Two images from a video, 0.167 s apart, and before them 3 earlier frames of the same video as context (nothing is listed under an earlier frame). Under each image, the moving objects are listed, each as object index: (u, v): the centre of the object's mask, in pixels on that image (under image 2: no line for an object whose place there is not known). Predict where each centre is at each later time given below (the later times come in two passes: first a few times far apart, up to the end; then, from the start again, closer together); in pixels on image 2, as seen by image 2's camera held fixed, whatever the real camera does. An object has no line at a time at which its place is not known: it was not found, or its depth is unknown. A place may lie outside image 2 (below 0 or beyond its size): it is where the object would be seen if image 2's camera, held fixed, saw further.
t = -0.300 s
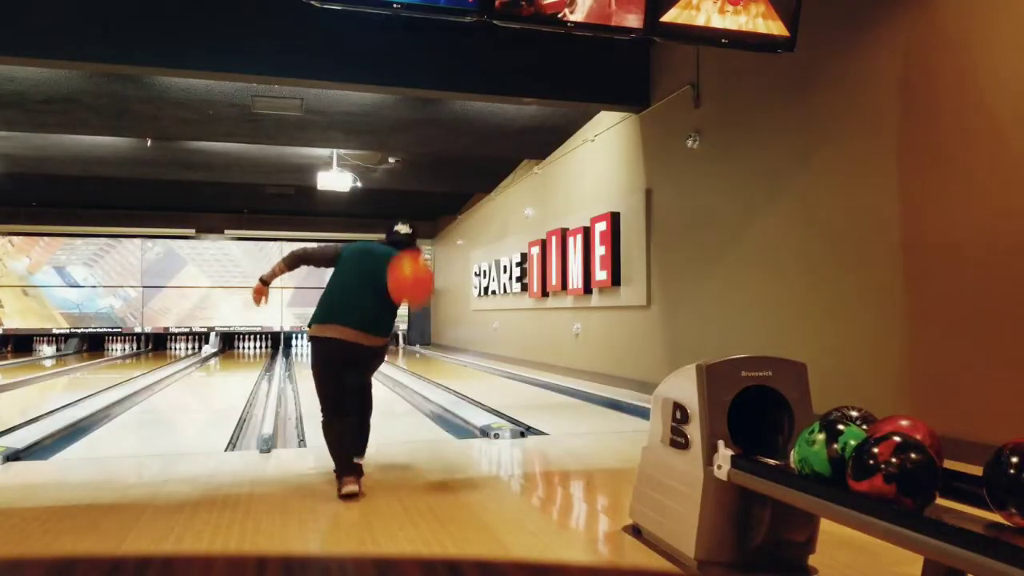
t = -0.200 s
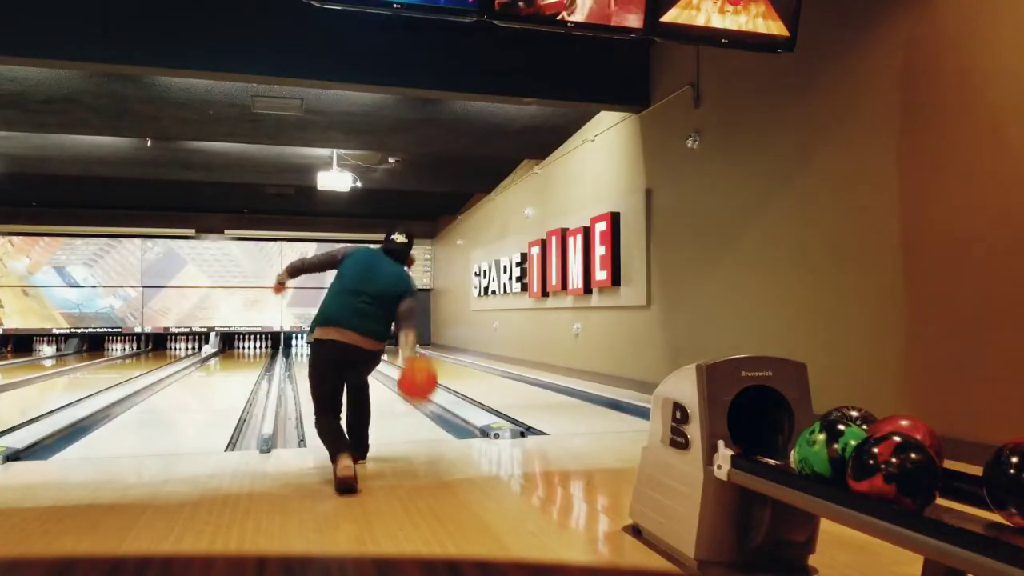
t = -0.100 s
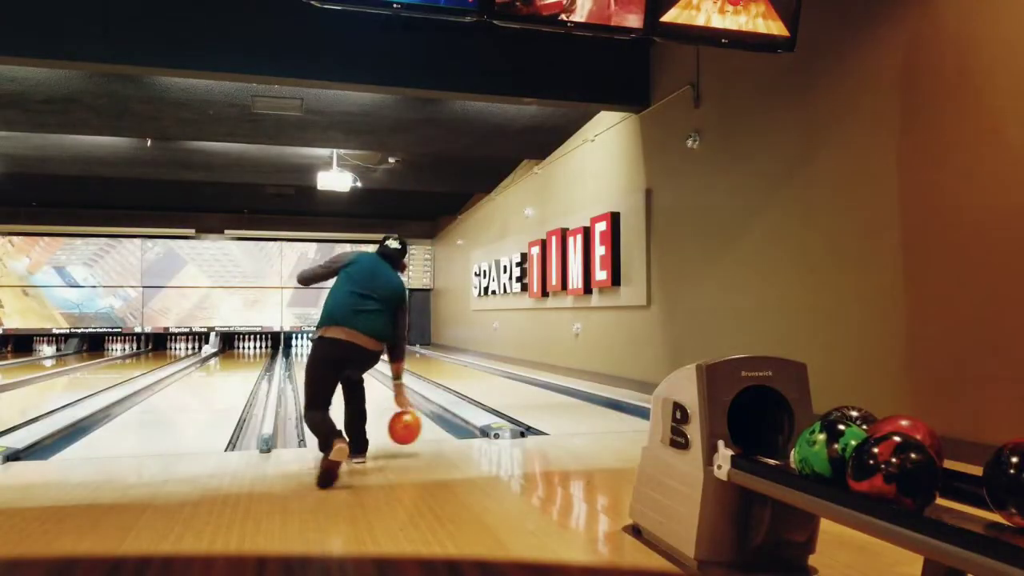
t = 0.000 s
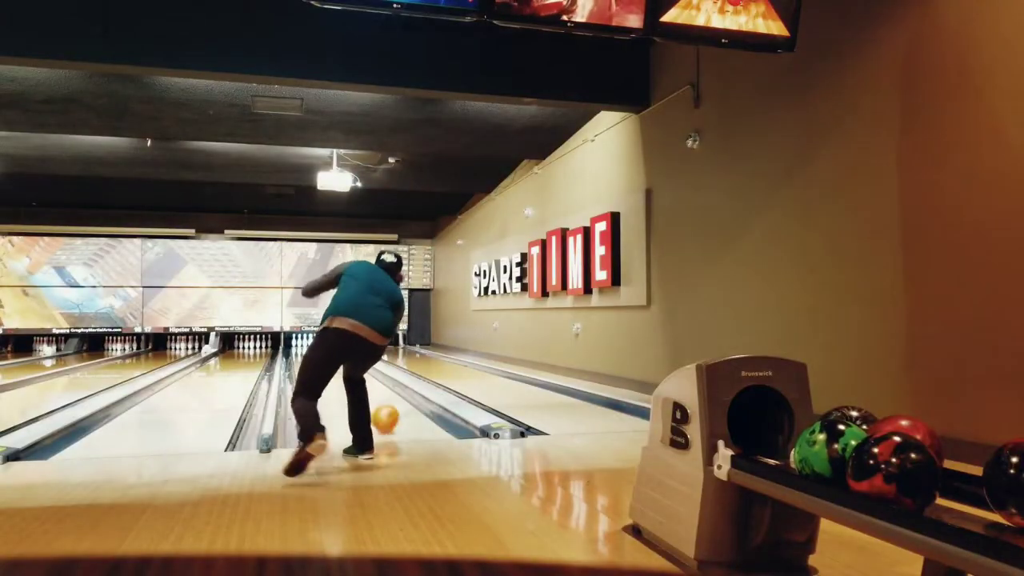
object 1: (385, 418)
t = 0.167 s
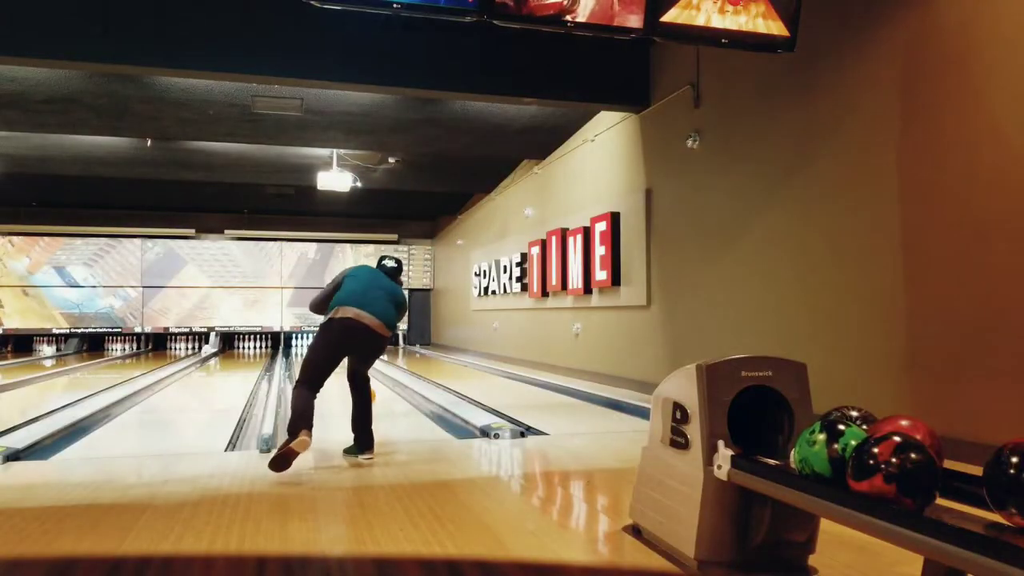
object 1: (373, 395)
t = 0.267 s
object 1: (349, 389)
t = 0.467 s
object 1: (345, 375)
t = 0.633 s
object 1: (341, 371)
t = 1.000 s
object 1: (326, 349)
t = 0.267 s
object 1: (349, 389)
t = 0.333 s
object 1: (348, 385)
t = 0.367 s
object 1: (347, 382)
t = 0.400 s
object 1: (347, 379)
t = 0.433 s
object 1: (346, 377)
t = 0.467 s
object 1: (345, 375)
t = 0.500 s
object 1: (344, 373)
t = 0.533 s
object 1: (343, 372)
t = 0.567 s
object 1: (342, 371)
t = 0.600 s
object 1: (342, 371)
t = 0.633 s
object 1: (341, 371)
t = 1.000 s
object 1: (326, 349)
